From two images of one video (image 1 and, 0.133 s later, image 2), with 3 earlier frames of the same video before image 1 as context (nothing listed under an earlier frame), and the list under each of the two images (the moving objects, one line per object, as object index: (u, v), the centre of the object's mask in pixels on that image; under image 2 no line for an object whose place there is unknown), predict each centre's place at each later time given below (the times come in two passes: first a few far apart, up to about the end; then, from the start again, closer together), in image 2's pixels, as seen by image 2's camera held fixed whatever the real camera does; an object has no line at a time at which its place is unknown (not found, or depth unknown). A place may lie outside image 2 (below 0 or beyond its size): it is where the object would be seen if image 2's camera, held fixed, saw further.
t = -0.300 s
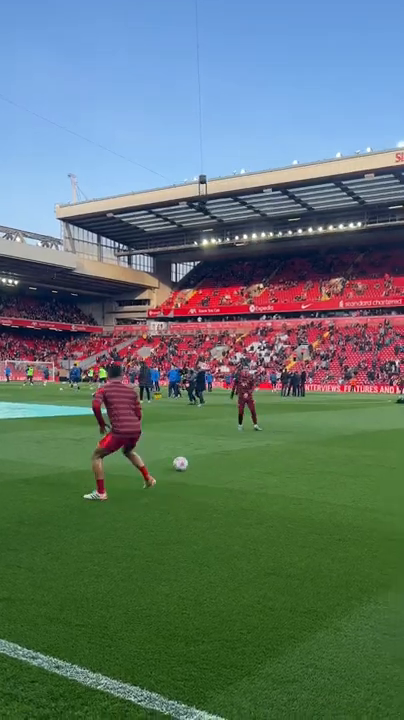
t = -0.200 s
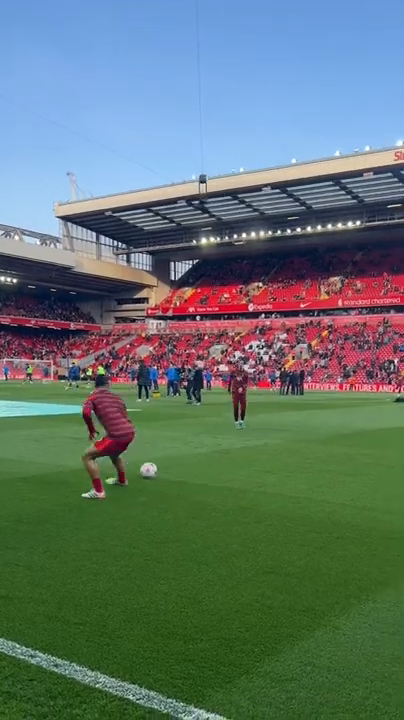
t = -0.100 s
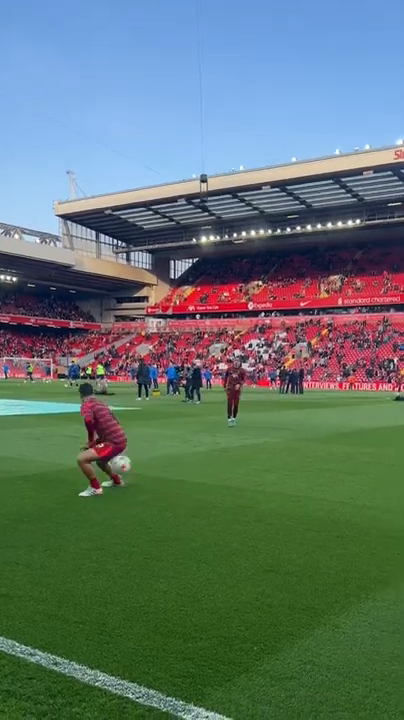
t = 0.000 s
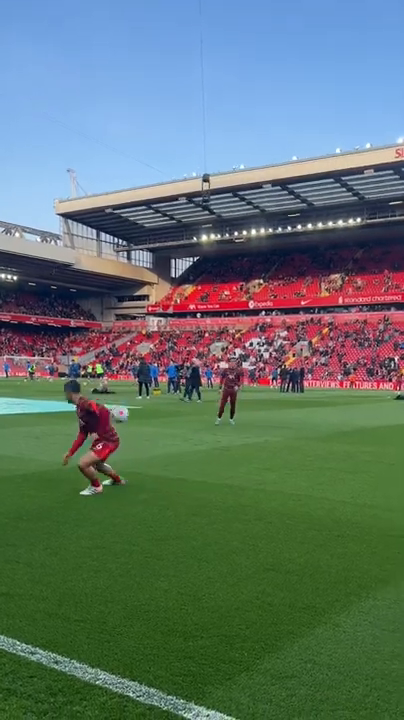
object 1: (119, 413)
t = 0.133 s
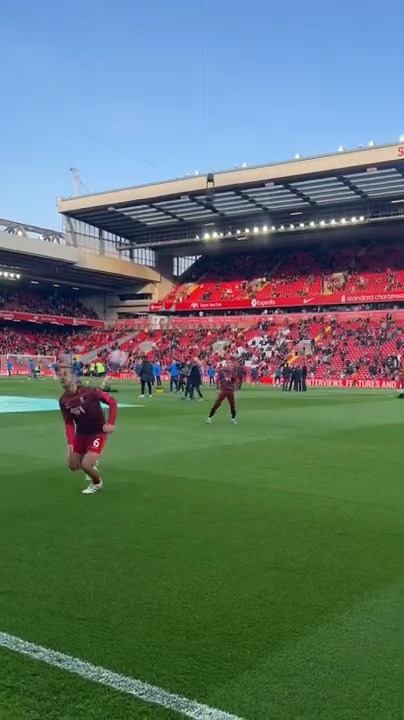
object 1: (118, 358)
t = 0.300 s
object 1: (112, 311)
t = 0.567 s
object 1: (102, 282)
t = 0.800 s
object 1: (95, 306)
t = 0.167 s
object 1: (117, 346)
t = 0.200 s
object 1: (114, 334)
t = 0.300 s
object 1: (112, 311)
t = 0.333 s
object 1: (110, 303)
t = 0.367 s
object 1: (109, 298)
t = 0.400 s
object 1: (108, 293)
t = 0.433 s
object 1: (107, 288)
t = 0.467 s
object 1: (106, 285)
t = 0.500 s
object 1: (105, 283)
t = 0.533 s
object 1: (104, 282)
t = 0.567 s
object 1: (102, 282)
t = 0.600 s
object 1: (101, 283)
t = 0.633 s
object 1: (100, 284)
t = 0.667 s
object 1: (99, 287)
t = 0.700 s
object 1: (98, 290)
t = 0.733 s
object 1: (97, 294)
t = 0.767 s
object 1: (95, 299)
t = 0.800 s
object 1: (95, 306)
